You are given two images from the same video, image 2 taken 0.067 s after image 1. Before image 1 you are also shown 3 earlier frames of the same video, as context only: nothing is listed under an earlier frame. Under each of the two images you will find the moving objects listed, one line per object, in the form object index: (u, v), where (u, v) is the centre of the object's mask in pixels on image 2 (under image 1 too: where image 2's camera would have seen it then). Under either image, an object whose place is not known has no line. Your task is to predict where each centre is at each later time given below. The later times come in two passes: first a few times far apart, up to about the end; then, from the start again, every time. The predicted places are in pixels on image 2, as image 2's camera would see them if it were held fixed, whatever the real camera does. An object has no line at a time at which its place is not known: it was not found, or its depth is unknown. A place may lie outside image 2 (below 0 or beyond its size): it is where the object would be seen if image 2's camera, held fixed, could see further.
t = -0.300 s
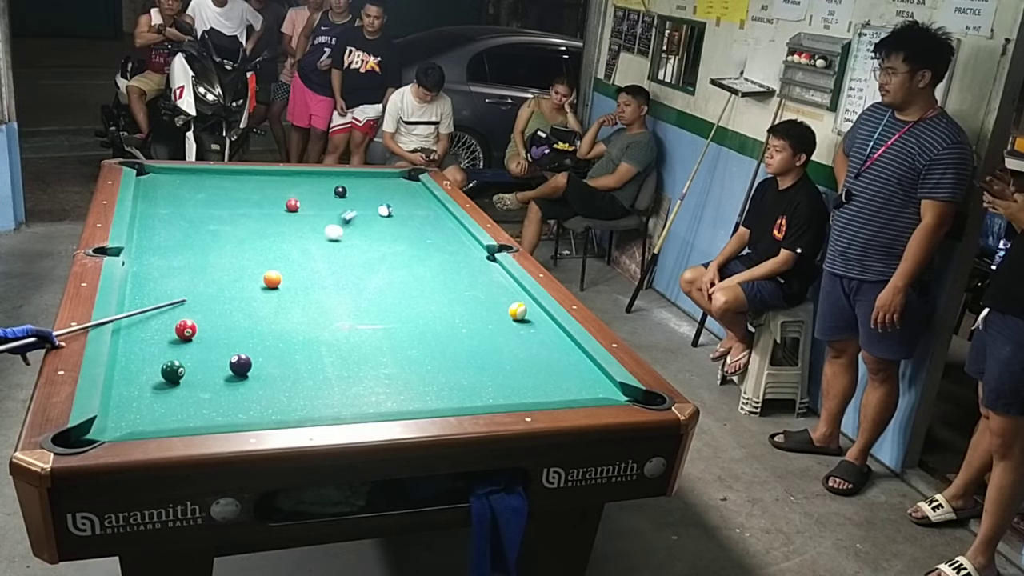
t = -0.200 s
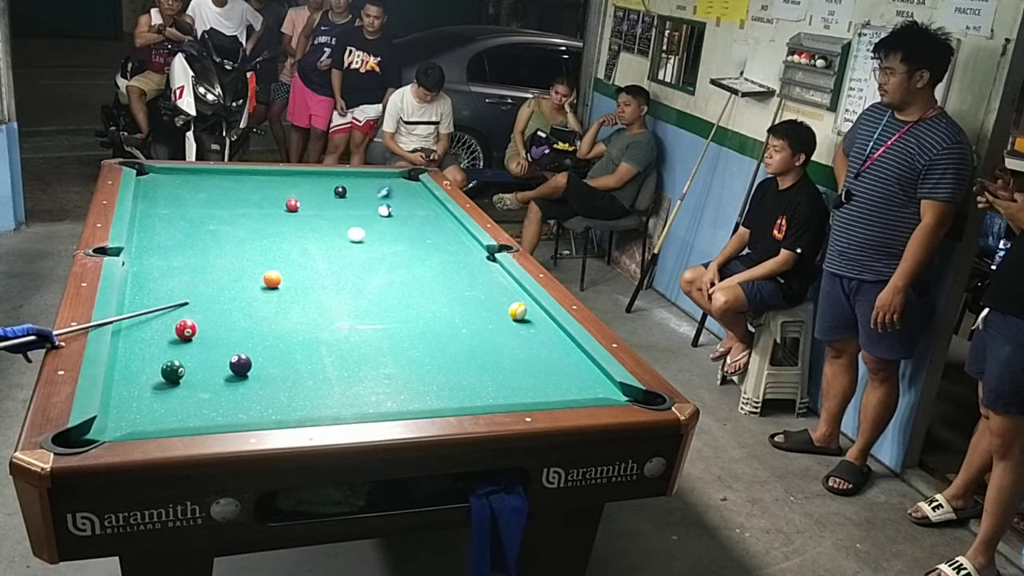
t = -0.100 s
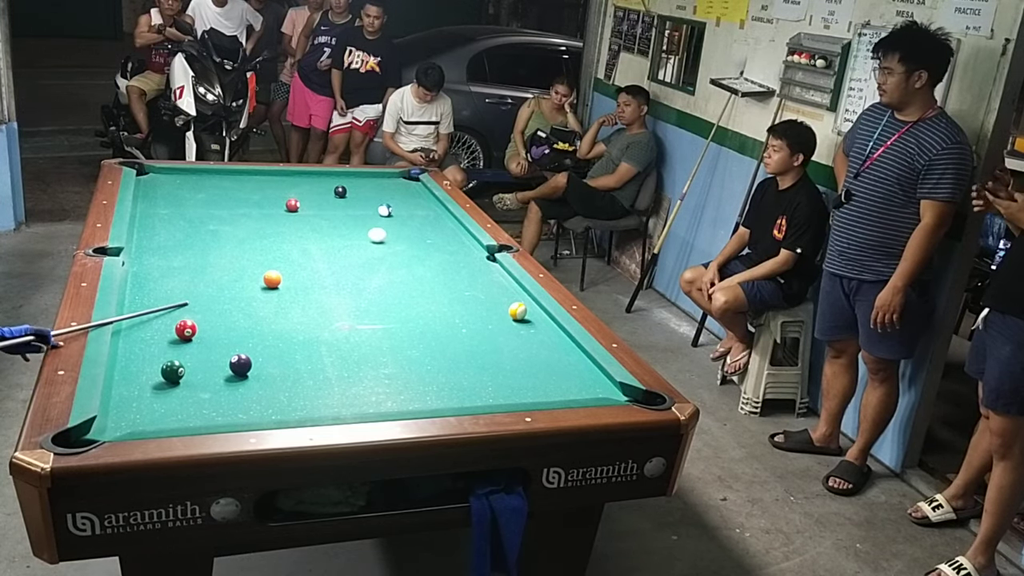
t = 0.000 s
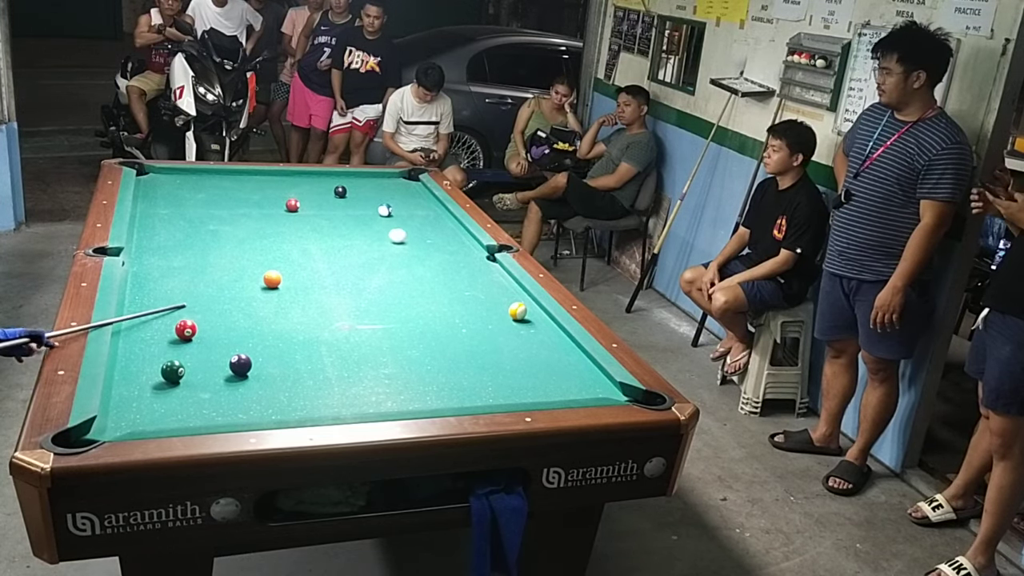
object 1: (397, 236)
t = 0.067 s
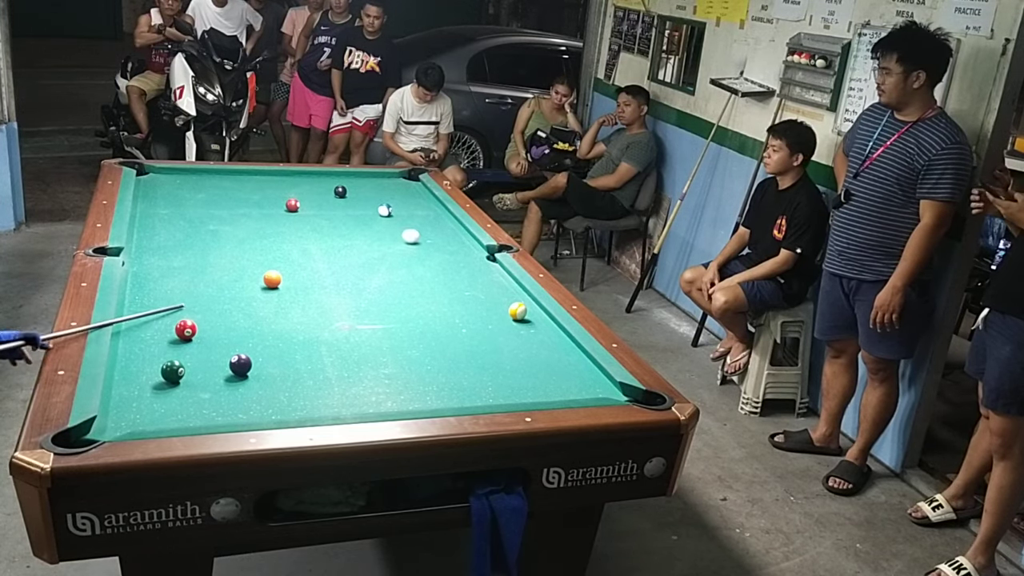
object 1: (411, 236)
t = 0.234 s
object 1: (443, 237)
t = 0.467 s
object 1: (460, 239)
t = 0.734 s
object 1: (433, 242)
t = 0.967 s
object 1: (410, 244)
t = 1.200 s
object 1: (386, 247)
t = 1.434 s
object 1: (364, 249)
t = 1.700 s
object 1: (338, 252)
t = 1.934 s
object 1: (316, 254)
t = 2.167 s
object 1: (295, 256)
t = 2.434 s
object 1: (272, 259)
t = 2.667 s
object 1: (252, 261)
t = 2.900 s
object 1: (234, 263)
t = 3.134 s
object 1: (216, 265)
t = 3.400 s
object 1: (197, 267)
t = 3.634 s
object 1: (182, 269)
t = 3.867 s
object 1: (168, 270)
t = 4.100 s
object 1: (156, 272)
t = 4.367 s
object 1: (143, 274)
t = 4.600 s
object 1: (134, 275)
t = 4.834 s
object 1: (132, 276)
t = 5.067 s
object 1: (135, 276)
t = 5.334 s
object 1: (137, 276)
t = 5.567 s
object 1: (138, 276)
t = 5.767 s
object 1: (138, 276)
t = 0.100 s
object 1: (417, 236)
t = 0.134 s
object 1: (424, 236)
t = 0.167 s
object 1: (430, 237)
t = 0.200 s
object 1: (436, 237)
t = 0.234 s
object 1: (443, 237)
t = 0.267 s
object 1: (449, 237)
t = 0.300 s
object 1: (455, 237)
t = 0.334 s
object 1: (461, 238)
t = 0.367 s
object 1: (468, 238)
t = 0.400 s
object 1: (467, 238)
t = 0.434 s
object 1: (464, 238)
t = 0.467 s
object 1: (460, 239)
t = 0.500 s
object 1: (457, 239)
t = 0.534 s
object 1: (453, 240)
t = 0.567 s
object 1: (450, 240)
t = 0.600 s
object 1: (447, 240)
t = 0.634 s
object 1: (443, 241)
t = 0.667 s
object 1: (440, 241)
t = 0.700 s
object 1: (436, 241)
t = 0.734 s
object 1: (433, 242)
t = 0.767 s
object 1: (430, 242)
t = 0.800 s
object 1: (426, 243)
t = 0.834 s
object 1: (423, 243)
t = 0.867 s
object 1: (420, 243)
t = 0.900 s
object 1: (416, 243)
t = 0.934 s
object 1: (413, 244)
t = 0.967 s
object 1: (410, 244)
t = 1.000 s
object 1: (406, 245)
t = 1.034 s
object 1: (403, 245)
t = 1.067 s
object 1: (400, 246)
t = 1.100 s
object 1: (396, 246)
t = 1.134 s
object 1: (393, 246)
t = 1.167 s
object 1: (390, 247)
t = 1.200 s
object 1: (386, 247)
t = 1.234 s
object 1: (383, 247)
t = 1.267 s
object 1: (380, 247)
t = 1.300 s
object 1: (376, 248)
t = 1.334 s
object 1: (373, 248)
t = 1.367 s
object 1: (370, 248)
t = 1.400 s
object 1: (367, 249)
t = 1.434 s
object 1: (364, 249)
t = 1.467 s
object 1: (360, 250)
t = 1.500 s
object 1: (357, 250)
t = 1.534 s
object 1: (354, 250)
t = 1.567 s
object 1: (350, 251)
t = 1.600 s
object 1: (347, 251)
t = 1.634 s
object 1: (344, 252)
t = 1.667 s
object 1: (341, 252)
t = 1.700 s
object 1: (338, 252)
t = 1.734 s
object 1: (335, 253)
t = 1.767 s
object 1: (331, 253)
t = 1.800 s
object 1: (328, 253)
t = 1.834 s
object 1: (326, 253)
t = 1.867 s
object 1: (322, 254)
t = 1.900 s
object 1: (319, 254)
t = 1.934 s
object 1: (316, 254)
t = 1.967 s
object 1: (313, 255)
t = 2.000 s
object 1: (310, 255)
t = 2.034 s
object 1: (307, 255)
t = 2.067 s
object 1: (304, 256)
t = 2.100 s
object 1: (301, 256)
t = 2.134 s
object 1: (297, 256)
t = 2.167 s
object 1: (295, 256)
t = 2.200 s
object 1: (292, 257)
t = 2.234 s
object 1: (289, 257)
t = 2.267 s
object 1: (286, 257)
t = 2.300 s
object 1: (283, 258)
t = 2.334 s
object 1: (280, 258)
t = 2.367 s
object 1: (277, 258)
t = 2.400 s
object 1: (274, 259)
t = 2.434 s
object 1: (272, 259)
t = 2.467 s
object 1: (269, 259)
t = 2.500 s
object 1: (266, 259)
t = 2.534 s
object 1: (263, 260)
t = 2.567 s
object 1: (260, 260)
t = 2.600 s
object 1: (257, 261)
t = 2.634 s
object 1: (254, 261)
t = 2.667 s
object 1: (252, 261)
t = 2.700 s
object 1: (249, 261)
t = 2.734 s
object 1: (246, 262)
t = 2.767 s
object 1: (244, 262)
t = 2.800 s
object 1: (241, 262)
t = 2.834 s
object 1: (239, 263)
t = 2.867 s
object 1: (236, 263)
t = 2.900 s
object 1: (234, 263)
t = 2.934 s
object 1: (231, 263)
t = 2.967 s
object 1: (228, 264)
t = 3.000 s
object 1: (226, 264)
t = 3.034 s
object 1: (223, 264)
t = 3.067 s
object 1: (220, 265)
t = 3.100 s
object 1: (218, 265)
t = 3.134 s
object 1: (216, 265)
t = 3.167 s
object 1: (213, 265)
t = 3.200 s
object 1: (211, 266)
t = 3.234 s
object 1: (209, 266)
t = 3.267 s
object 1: (206, 266)
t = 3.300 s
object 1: (204, 266)
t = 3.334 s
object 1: (202, 267)
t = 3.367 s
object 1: (199, 267)
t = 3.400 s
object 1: (197, 267)
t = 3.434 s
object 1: (195, 267)
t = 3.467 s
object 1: (193, 268)
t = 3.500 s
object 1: (190, 268)
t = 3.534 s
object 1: (188, 268)
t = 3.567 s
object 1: (186, 268)
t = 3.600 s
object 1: (184, 269)
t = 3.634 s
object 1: (182, 269)
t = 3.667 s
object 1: (180, 269)
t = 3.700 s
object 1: (178, 269)
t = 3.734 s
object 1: (176, 270)
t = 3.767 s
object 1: (174, 270)
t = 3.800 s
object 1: (172, 270)
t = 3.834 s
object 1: (170, 270)
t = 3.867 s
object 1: (168, 270)
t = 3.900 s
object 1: (166, 271)
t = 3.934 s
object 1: (164, 271)
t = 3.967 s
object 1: (162, 271)
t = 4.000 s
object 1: (160, 271)
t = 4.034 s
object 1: (159, 272)
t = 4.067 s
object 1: (157, 272)
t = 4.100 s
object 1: (156, 272)
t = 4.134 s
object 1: (154, 272)
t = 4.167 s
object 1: (152, 273)
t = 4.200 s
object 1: (151, 273)
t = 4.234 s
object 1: (149, 273)
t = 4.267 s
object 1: (148, 273)
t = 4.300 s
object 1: (147, 273)
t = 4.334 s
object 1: (145, 274)
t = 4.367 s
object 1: (143, 274)
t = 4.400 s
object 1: (142, 274)
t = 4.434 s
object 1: (140, 274)
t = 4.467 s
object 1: (139, 274)
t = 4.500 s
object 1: (138, 274)
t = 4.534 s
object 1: (137, 275)
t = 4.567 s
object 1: (135, 275)
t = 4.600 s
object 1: (134, 275)
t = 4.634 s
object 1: (133, 275)
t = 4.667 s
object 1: (132, 275)
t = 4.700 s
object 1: (131, 276)
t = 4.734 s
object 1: (130, 276)
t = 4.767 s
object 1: (131, 276)
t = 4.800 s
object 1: (132, 276)
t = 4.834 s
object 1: (132, 276)
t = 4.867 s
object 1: (132, 276)
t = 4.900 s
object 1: (133, 276)
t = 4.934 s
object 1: (133, 276)
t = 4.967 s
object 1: (134, 276)
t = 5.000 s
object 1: (134, 276)
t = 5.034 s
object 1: (135, 276)
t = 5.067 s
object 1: (135, 276)
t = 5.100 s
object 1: (136, 276)
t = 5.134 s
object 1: (136, 276)
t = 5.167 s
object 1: (136, 276)
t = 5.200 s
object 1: (137, 276)
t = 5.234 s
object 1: (137, 276)
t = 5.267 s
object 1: (137, 276)
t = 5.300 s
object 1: (137, 276)
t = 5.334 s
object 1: (137, 276)
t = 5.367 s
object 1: (137, 276)
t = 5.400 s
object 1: (138, 276)
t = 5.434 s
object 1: (138, 276)
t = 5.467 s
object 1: (138, 276)
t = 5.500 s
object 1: (138, 276)
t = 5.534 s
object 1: (138, 276)
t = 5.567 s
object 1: (138, 276)
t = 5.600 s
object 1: (138, 276)
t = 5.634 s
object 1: (138, 276)
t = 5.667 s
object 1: (138, 276)
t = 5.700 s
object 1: (138, 276)
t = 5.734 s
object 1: (138, 276)
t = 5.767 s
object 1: (138, 276)
